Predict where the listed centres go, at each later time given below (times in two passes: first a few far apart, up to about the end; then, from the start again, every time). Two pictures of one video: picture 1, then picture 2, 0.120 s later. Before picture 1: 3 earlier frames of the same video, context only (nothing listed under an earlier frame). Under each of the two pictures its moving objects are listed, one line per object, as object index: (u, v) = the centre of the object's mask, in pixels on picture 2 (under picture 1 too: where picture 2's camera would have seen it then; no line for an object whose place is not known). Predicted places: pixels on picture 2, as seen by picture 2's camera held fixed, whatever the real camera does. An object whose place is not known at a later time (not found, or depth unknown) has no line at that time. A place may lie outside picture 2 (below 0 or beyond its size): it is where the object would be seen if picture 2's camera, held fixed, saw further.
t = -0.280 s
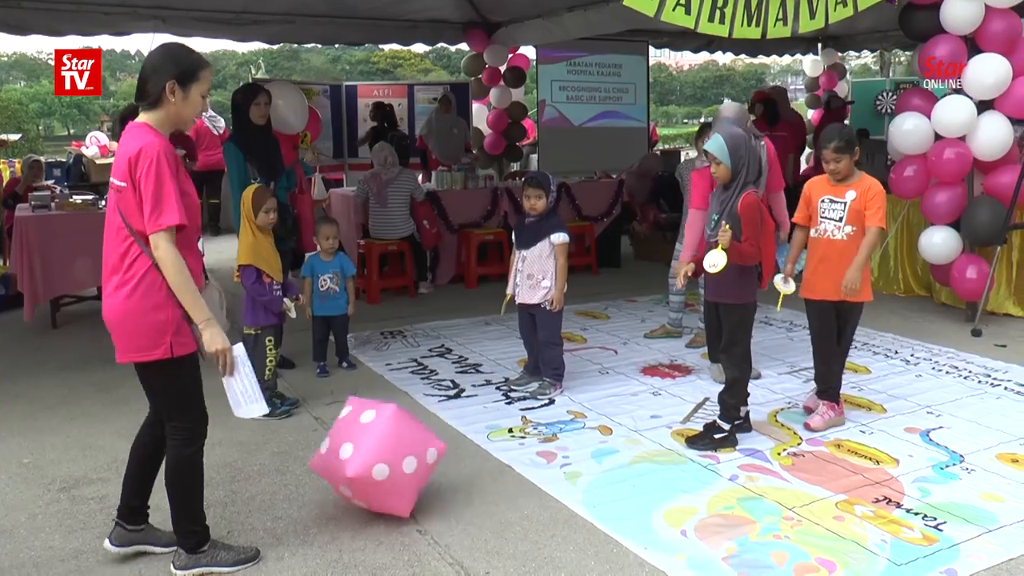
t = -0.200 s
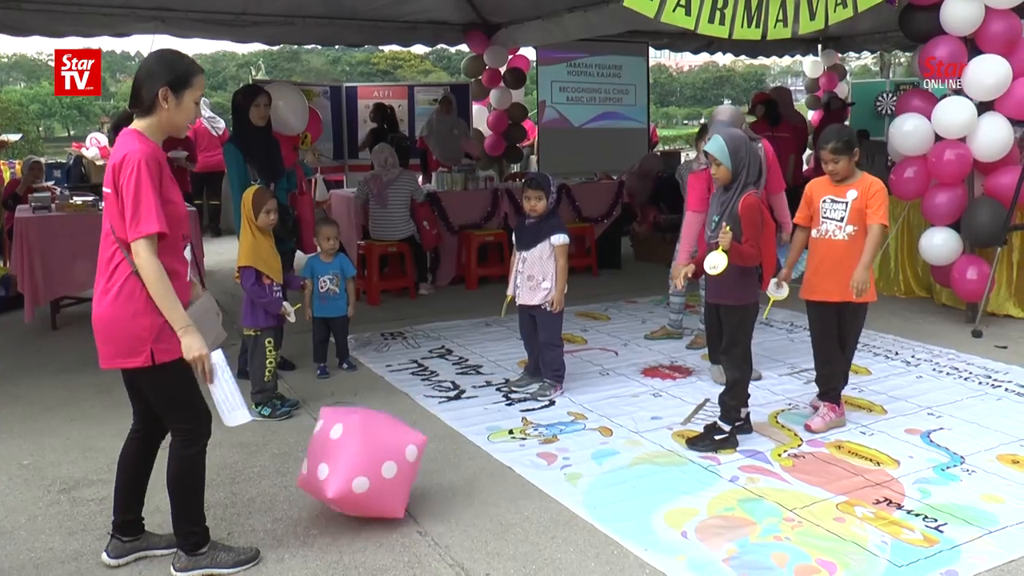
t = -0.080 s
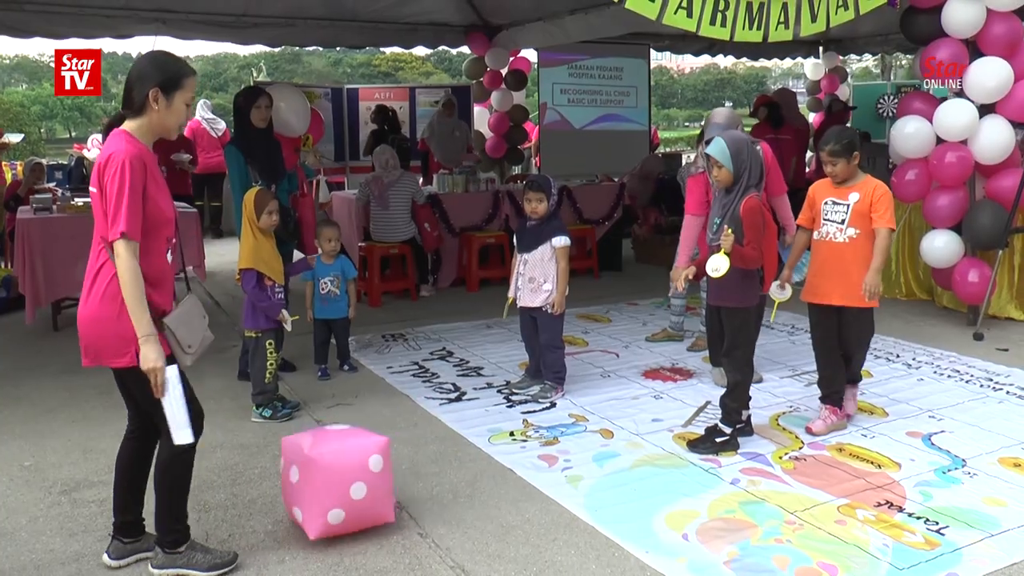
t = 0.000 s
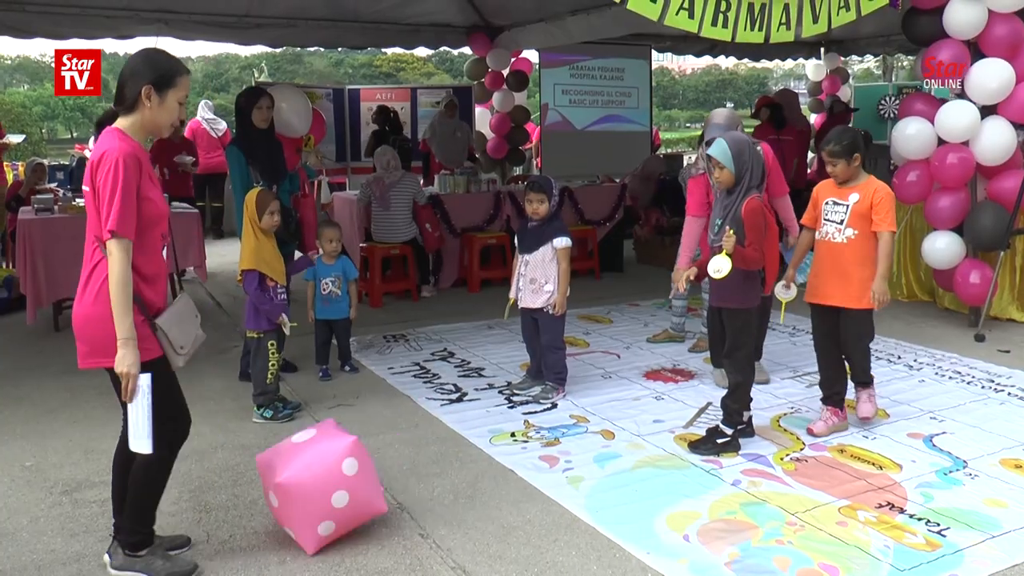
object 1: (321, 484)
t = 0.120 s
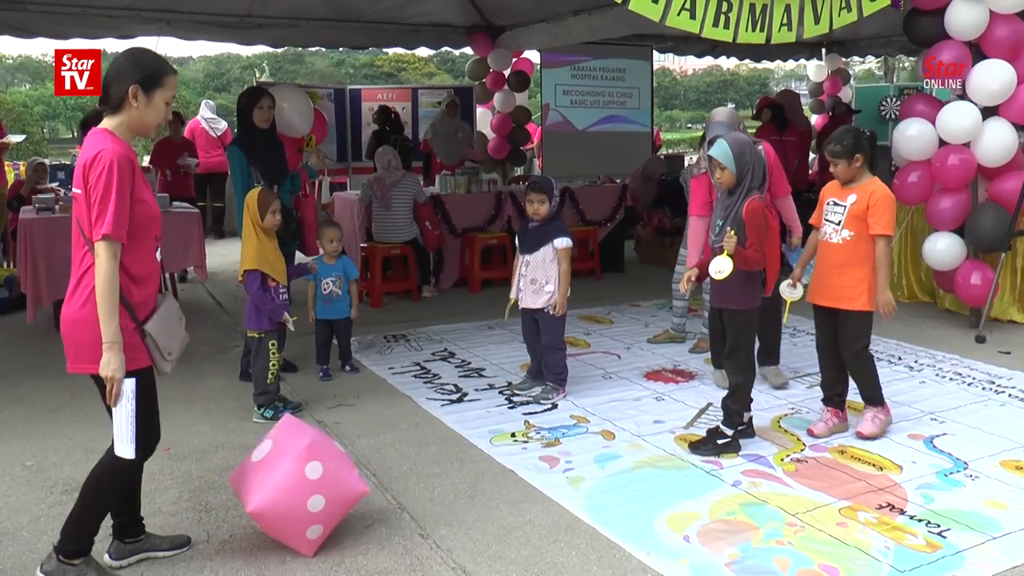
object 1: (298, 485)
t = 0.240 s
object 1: (274, 493)
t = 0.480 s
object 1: (226, 499)
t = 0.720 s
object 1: (191, 508)
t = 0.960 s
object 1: (149, 521)
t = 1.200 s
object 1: (108, 521)
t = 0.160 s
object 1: (290, 486)
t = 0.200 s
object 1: (283, 489)
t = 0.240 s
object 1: (274, 493)
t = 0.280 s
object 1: (266, 498)
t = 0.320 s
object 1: (258, 498)
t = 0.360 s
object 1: (249, 498)
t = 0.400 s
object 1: (240, 500)
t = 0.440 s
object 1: (232, 501)
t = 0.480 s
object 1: (226, 499)
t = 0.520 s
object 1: (220, 499)
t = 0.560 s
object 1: (214, 501)
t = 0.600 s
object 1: (208, 503)
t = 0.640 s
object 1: (202, 505)
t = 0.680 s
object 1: (197, 507)
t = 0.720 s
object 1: (191, 508)
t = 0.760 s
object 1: (185, 510)
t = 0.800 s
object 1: (178, 514)
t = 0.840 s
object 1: (171, 516)
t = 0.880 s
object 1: (163, 517)
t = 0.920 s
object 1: (156, 519)
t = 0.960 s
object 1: (149, 521)
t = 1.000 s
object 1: (142, 522)
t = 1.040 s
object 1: (135, 522)
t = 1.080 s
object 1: (127, 521)
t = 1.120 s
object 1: (120, 521)
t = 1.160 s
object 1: (114, 521)
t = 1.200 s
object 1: (108, 521)
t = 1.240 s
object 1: (102, 522)
